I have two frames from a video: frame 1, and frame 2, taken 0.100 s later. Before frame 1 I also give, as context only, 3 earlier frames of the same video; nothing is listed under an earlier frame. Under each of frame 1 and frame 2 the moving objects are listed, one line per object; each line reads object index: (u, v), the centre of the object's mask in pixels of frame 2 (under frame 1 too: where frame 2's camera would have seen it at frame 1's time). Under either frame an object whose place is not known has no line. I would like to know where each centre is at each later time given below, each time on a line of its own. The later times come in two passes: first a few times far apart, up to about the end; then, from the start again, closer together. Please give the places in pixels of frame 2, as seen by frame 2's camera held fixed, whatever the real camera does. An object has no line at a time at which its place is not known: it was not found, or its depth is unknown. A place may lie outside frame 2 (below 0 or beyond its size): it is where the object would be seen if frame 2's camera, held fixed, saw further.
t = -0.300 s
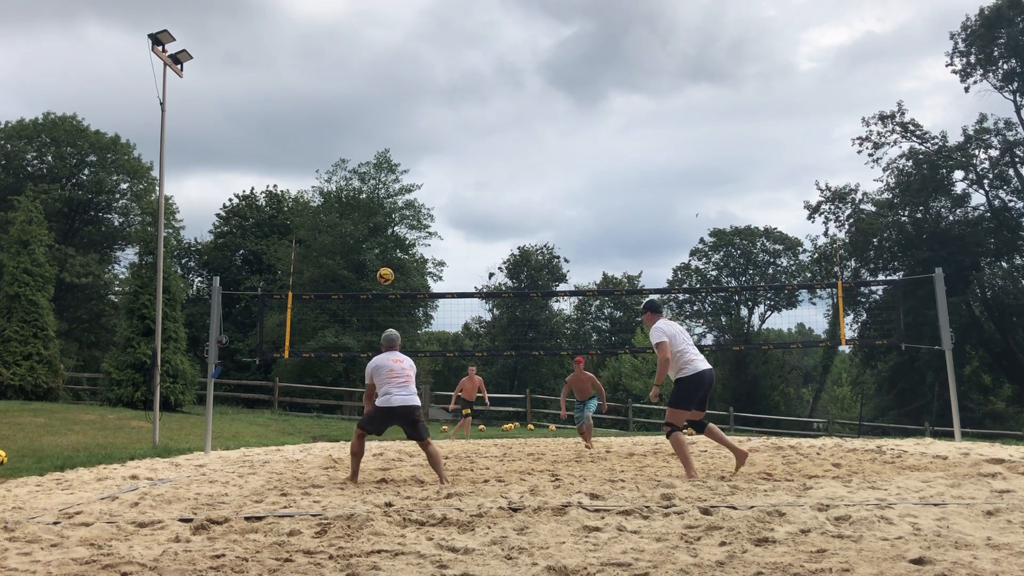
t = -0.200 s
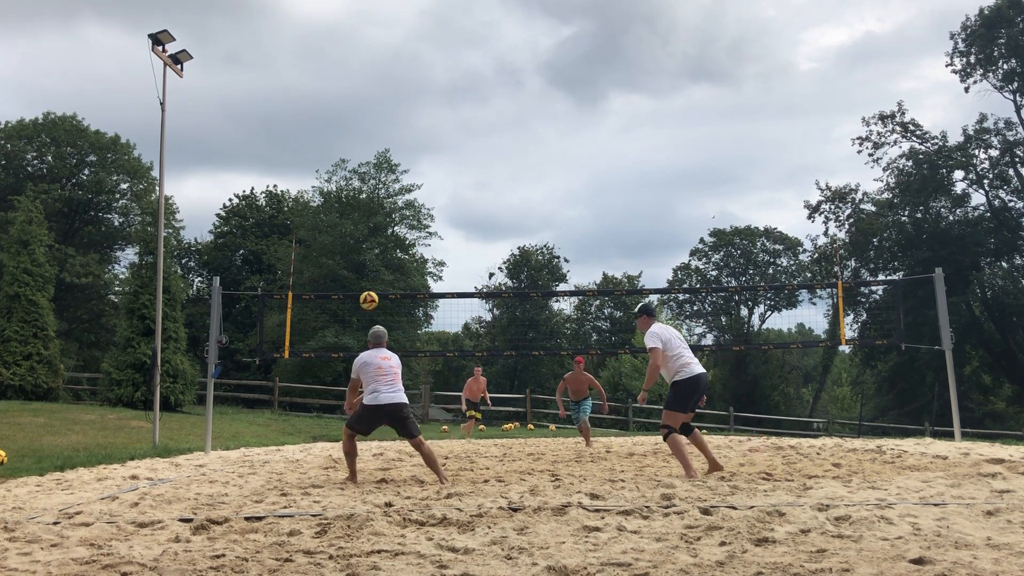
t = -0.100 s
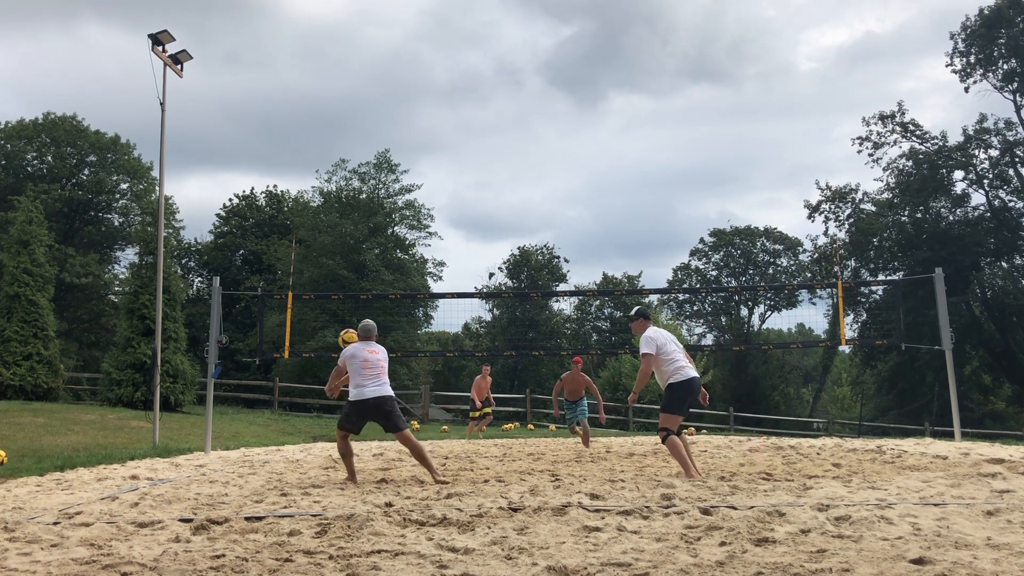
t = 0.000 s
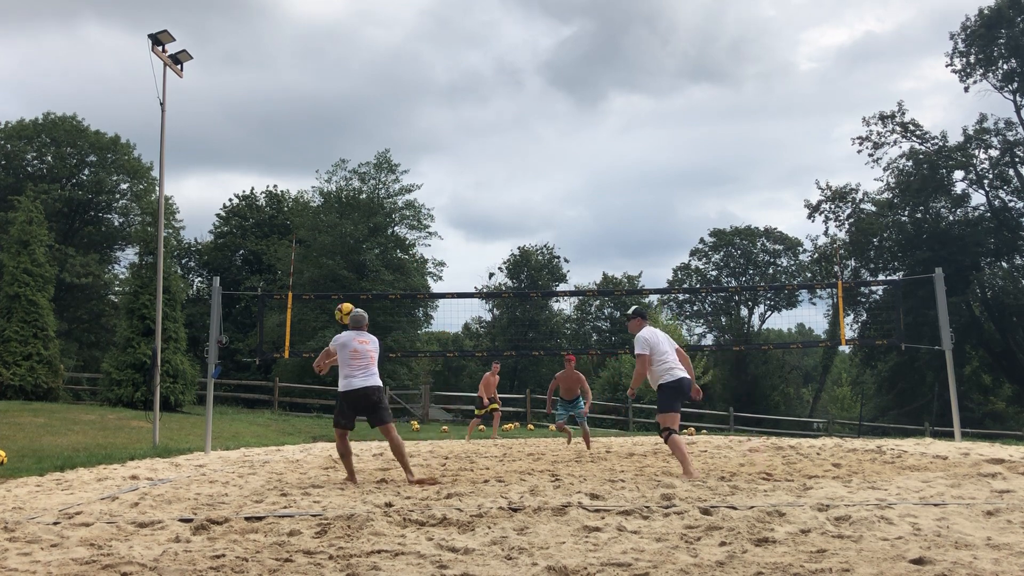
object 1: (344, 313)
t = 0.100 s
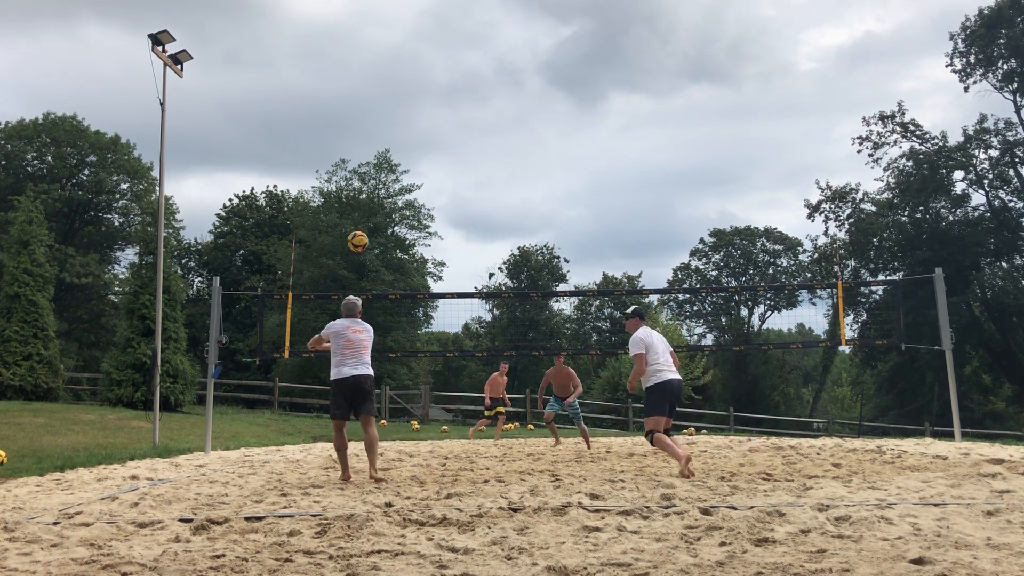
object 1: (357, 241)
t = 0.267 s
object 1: (376, 149)
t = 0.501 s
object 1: (400, 65)
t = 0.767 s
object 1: (426, 27)
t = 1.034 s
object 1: (451, 47)
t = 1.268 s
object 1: (472, 109)
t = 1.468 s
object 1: (491, 195)
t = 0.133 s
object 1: (361, 220)
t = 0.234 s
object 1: (373, 164)
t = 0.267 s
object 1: (376, 149)
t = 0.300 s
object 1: (380, 133)
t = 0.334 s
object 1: (384, 119)
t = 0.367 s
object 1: (387, 106)
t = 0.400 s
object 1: (390, 95)
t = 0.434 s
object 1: (394, 83)
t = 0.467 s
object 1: (397, 74)
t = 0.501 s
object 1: (400, 65)
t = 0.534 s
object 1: (404, 57)
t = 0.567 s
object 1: (407, 50)
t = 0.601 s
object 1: (410, 44)
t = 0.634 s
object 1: (413, 38)
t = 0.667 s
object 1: (417, 34)
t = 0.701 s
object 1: (420, 31)
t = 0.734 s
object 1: (423, 29)
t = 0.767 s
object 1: (426, 27)
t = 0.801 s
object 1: (429, 26)
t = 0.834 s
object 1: (432, 27)
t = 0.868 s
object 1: (435, 28)
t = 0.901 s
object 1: (438, 30)
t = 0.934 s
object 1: (441, 33)
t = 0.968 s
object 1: (445, 36)
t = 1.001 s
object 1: (448, 41)
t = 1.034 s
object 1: (451, 47)
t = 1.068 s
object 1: (454, 53)
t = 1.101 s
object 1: (457, 60)
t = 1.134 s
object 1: (460, 68)
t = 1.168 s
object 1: (463, 77)
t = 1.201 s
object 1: (466, 87)
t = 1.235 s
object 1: (469, 98)
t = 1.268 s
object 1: (472, 109)
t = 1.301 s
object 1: (476, 121)
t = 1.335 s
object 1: (479, 134)
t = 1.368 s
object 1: (481, 149)
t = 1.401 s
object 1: (485, 163)
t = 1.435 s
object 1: (488, 179)
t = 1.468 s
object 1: (491, 195)
